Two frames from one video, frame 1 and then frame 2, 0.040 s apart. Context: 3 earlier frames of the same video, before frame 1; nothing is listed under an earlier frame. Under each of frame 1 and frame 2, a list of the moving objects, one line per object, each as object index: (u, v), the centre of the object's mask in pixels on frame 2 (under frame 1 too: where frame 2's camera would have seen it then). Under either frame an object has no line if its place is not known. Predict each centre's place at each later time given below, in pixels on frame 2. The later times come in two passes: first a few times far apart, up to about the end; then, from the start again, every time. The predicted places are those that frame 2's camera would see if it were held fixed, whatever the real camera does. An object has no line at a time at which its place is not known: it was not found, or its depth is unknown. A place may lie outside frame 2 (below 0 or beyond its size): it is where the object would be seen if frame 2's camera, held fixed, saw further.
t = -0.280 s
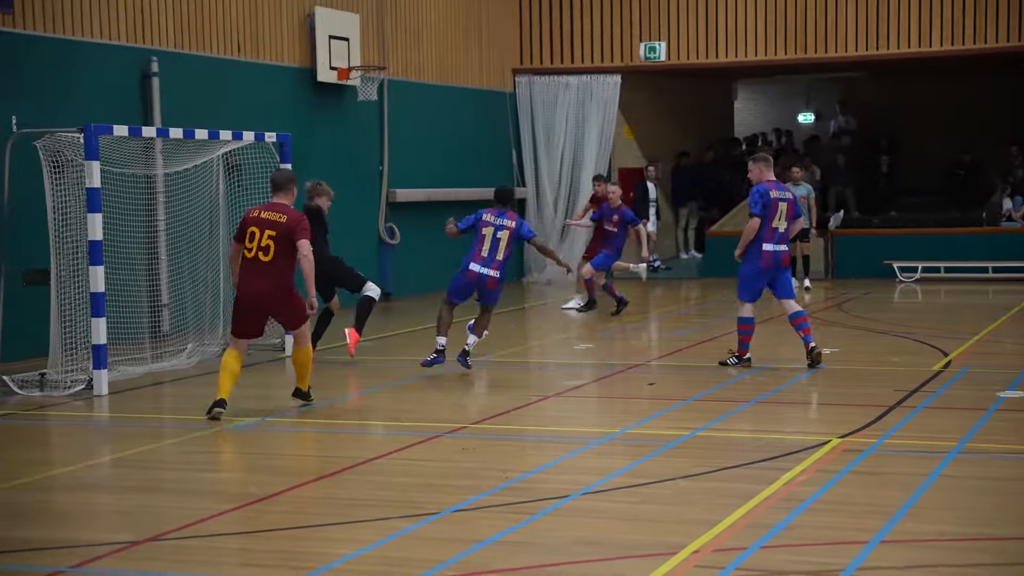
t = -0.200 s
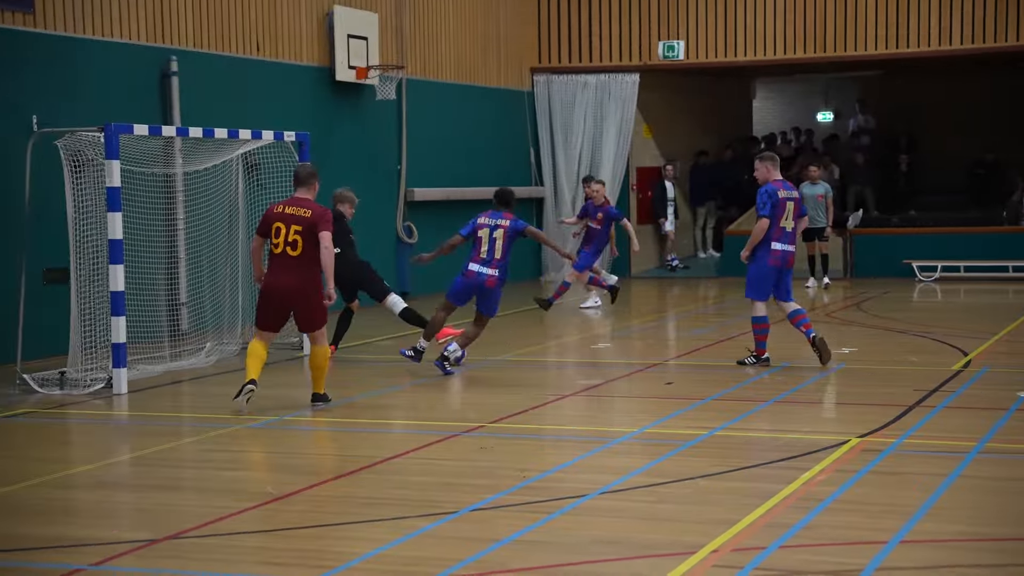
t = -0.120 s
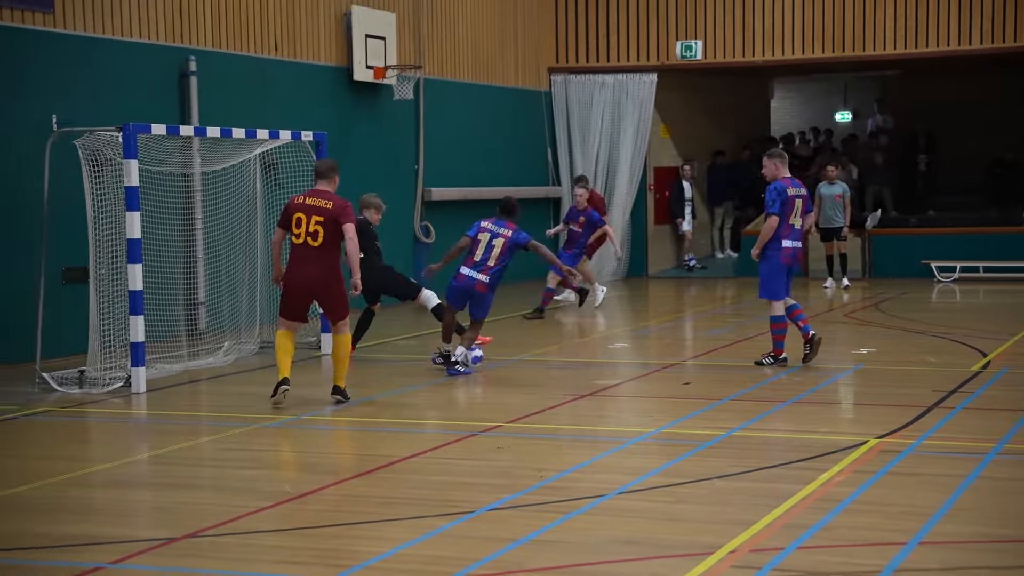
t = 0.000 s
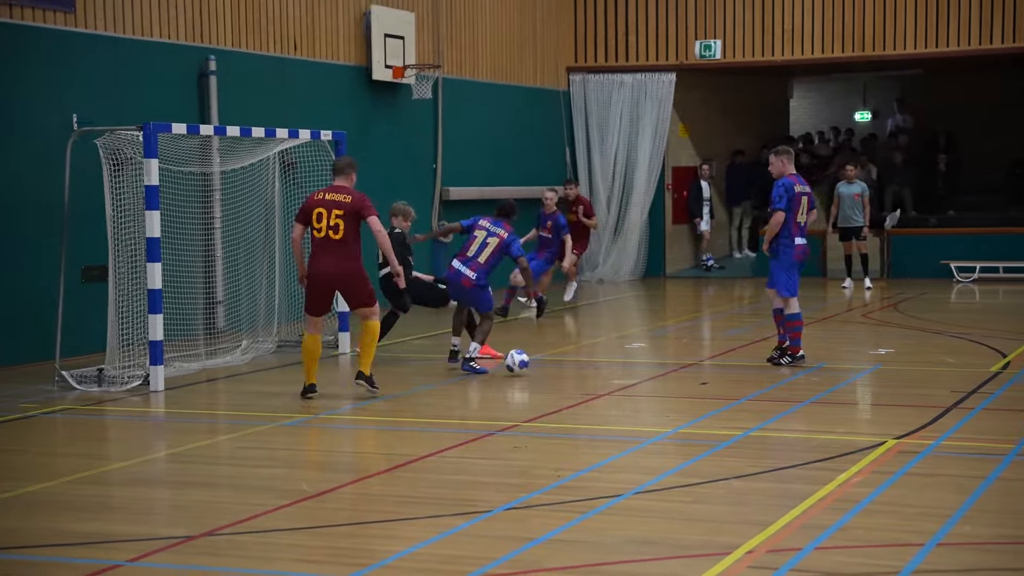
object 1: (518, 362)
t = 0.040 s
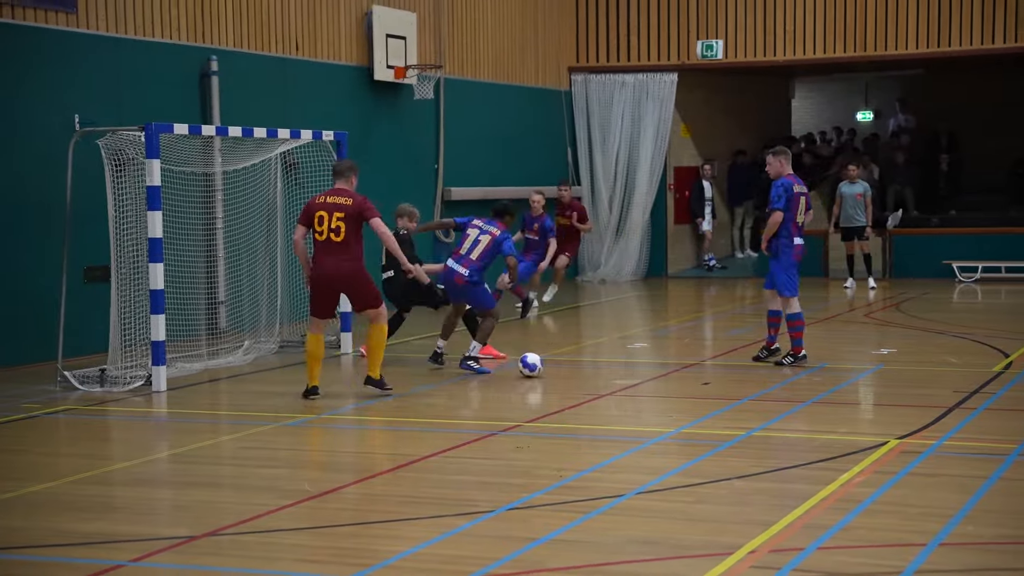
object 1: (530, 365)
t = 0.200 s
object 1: (571, 370)
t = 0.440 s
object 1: (633, 376)
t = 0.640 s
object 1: (688, 382)
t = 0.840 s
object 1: (745, 389)
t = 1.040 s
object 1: (806, 396)
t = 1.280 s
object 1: (884, 405)
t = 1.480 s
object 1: (955, 414)
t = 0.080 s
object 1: (541, 365)
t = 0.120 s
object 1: (551, 367)
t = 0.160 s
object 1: (561, 368)
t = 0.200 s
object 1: (571, 370)
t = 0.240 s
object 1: (581, 370)
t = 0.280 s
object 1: (591, 371)
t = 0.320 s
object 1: (601, 372)
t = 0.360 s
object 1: (612, 374)
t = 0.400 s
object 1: (623, 375)
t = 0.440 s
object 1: (633, 376)
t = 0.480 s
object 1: (645, 377)
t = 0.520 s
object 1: (655, 379)
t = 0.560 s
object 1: (666, 380)
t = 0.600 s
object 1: (677, 380)
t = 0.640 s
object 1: (688, 382)
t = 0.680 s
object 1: (699, 384)
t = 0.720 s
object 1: (710, 384)
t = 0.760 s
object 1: (722, 386)
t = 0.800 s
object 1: (734, 388)
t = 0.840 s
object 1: (745, 389)
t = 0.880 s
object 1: (757, 390)
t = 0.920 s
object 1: (769, 392)
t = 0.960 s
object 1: (781, 393)
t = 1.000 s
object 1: (794, 395)
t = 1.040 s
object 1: (806, 396)
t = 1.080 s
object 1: (818, 397)
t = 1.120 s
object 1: (831, 399)
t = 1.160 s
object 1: (845, 401)
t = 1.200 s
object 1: (857, 402)
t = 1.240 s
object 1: (870, 403)
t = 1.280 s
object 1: (884, 405)
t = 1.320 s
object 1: (898, 406)
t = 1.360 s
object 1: (912, 409)
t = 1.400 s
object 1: (926, 410)
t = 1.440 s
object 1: (940, 412)
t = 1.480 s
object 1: (955, 414)
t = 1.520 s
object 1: (970, 415)
